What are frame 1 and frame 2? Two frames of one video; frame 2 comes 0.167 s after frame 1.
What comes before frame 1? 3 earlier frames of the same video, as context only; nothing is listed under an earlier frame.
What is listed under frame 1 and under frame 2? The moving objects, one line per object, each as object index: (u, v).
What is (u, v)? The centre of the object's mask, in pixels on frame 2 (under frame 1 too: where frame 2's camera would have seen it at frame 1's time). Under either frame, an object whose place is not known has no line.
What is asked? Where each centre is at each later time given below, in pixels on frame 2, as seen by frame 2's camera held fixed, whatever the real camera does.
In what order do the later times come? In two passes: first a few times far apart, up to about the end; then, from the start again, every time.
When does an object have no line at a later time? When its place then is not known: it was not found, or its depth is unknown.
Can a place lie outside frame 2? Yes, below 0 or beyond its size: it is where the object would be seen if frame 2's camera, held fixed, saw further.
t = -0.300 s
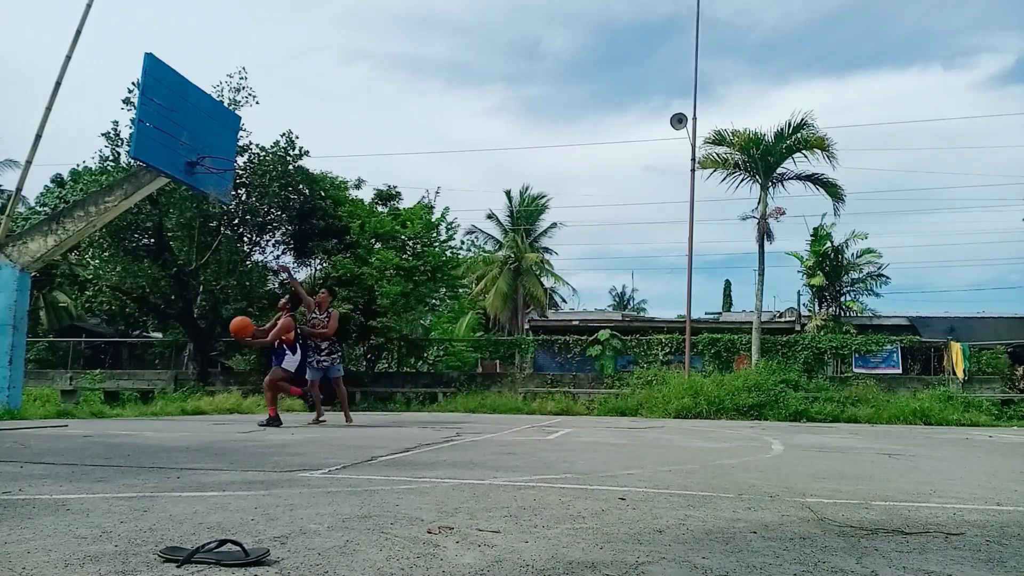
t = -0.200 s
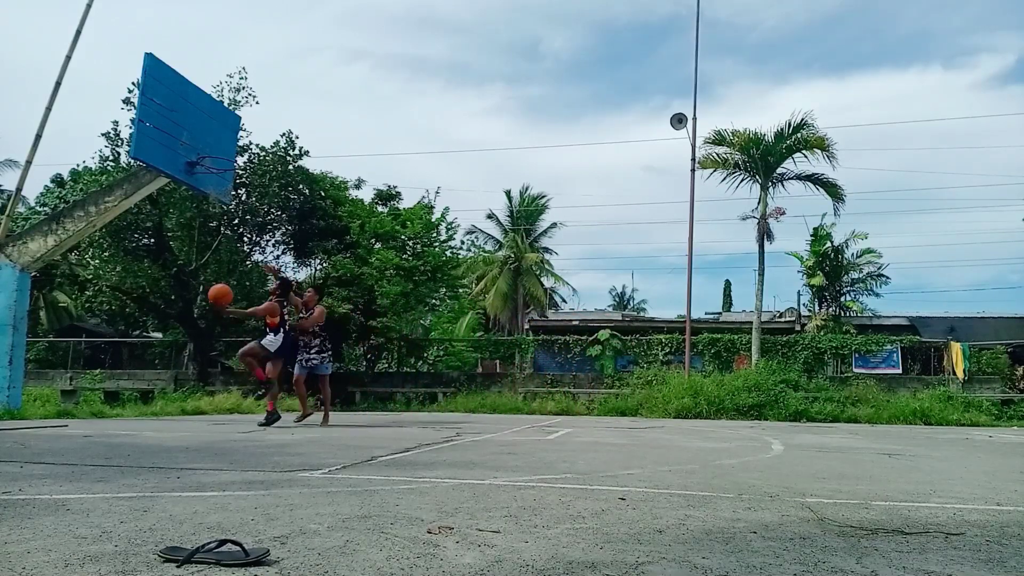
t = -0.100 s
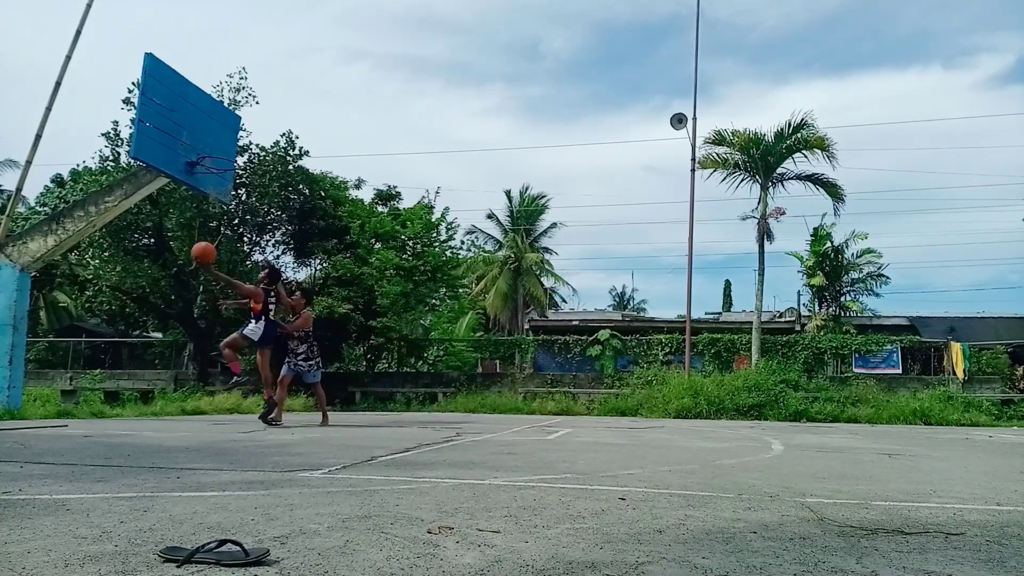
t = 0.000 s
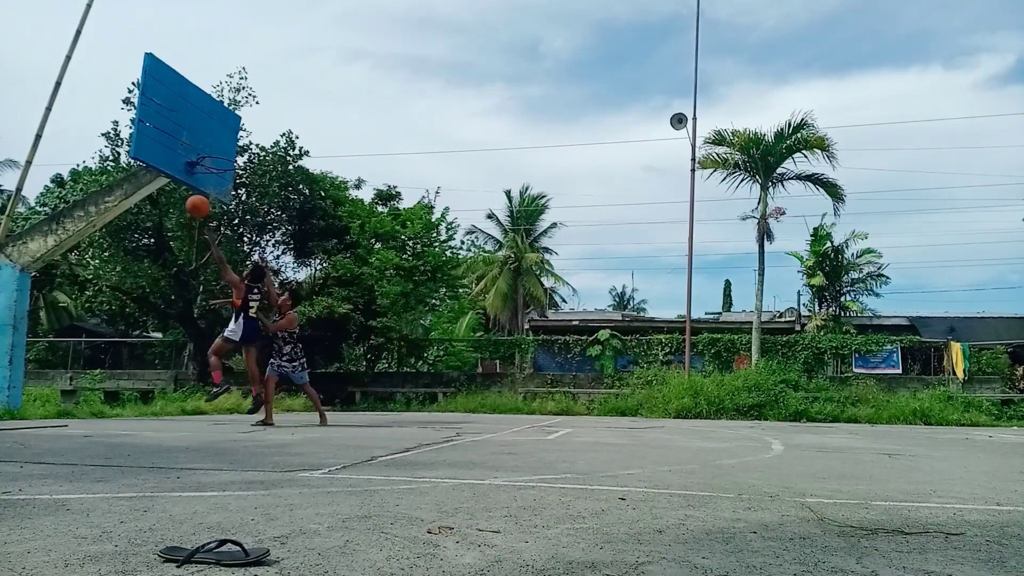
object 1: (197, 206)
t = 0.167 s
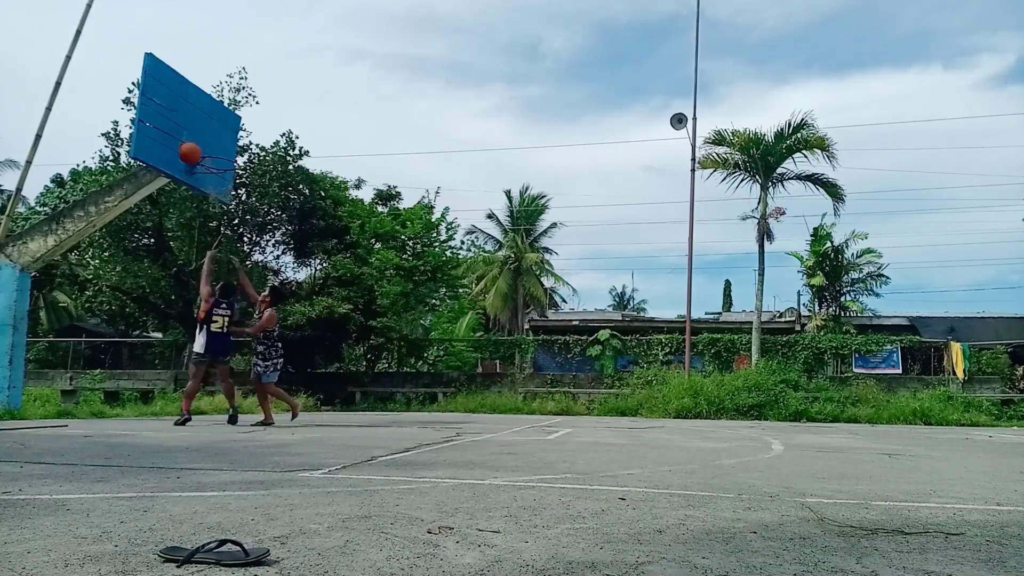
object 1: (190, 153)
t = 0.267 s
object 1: (184, 135)
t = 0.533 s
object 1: (214, 132)
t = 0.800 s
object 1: (244, 147)
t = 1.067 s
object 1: (262, 178)
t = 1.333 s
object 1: (273, 264)
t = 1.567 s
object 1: (279, 385)
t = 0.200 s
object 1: (188, 146)
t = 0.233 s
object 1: (186, 140)
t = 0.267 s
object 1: (184, 135)
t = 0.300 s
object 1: (182, 131)
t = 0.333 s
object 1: (180, 128)
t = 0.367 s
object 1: (185, 126)
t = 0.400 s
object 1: (192, 126)
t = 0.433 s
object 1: (197, 126)
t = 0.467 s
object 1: (203, 127)
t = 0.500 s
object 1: (208, 129)
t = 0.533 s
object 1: (214, 132)
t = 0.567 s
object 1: (219, 135)
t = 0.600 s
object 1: (225, 140)
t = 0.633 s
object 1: (230, 146)
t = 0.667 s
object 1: (235, 152)
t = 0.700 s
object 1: (237, 150)
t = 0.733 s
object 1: (240, 148)
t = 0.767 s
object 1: (242, 147)
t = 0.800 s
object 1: (244, 147)
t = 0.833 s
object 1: (247, 148)
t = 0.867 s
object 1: (249, 150)
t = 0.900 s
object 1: (250, 152)
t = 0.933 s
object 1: (253, 155)
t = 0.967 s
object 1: (255, 159)
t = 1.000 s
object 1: (258, 165)
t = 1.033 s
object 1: (260, 171)
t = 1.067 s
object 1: (262, 178)
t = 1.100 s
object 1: (263, 186)
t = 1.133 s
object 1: (265, 195)
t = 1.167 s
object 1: (266, 204)
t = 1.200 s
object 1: (268, 214)
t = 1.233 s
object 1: (269, 225)
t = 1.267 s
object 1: (271, 238)
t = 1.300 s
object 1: (272, 250)
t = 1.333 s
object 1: (273, 264)
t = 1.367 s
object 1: (274, 279)
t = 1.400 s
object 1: (275, 295)
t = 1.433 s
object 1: (276, 311)
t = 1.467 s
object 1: (277, 328)
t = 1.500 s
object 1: (278, 347)
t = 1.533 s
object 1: (279, 366)
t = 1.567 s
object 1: (279, 385)
